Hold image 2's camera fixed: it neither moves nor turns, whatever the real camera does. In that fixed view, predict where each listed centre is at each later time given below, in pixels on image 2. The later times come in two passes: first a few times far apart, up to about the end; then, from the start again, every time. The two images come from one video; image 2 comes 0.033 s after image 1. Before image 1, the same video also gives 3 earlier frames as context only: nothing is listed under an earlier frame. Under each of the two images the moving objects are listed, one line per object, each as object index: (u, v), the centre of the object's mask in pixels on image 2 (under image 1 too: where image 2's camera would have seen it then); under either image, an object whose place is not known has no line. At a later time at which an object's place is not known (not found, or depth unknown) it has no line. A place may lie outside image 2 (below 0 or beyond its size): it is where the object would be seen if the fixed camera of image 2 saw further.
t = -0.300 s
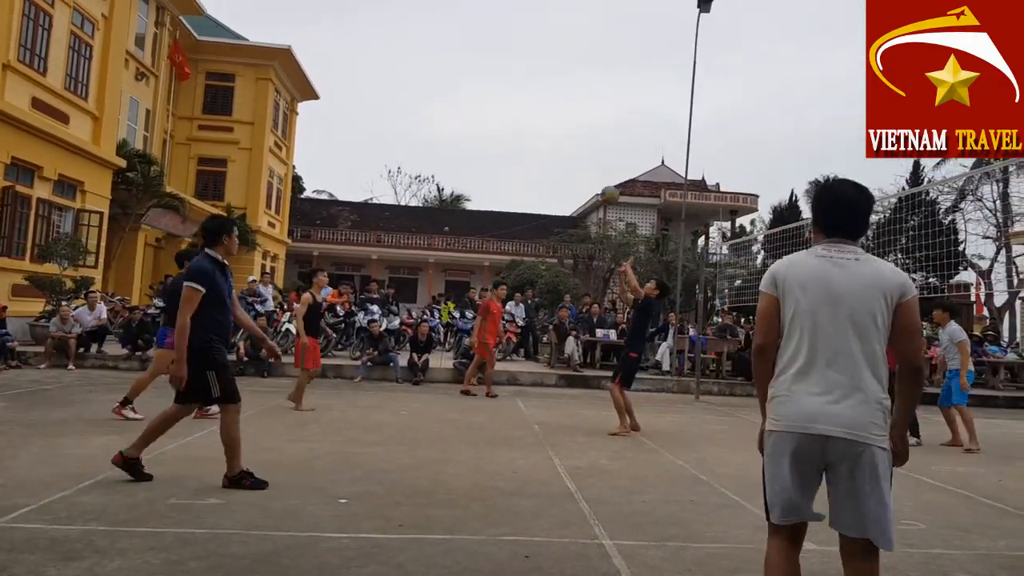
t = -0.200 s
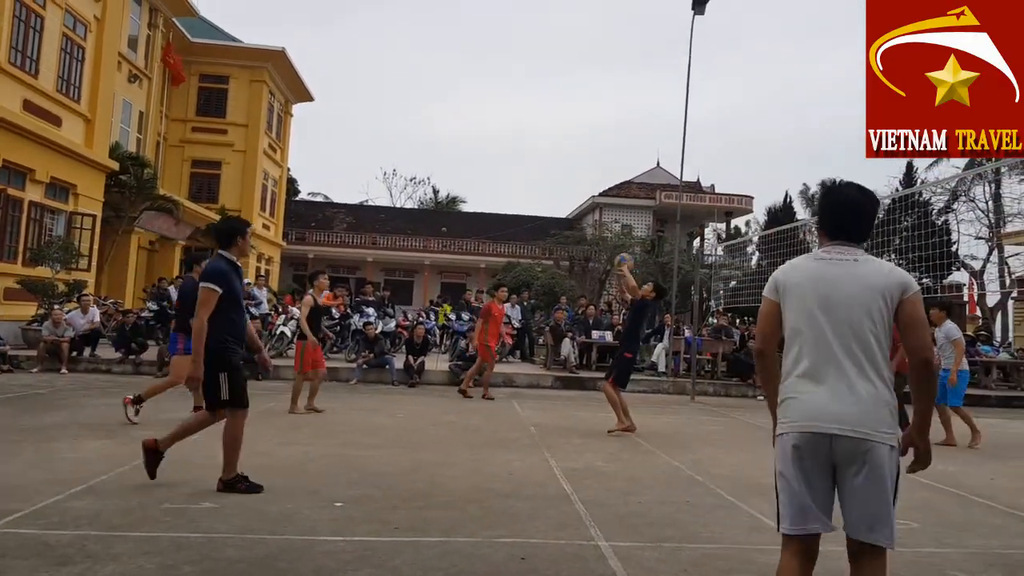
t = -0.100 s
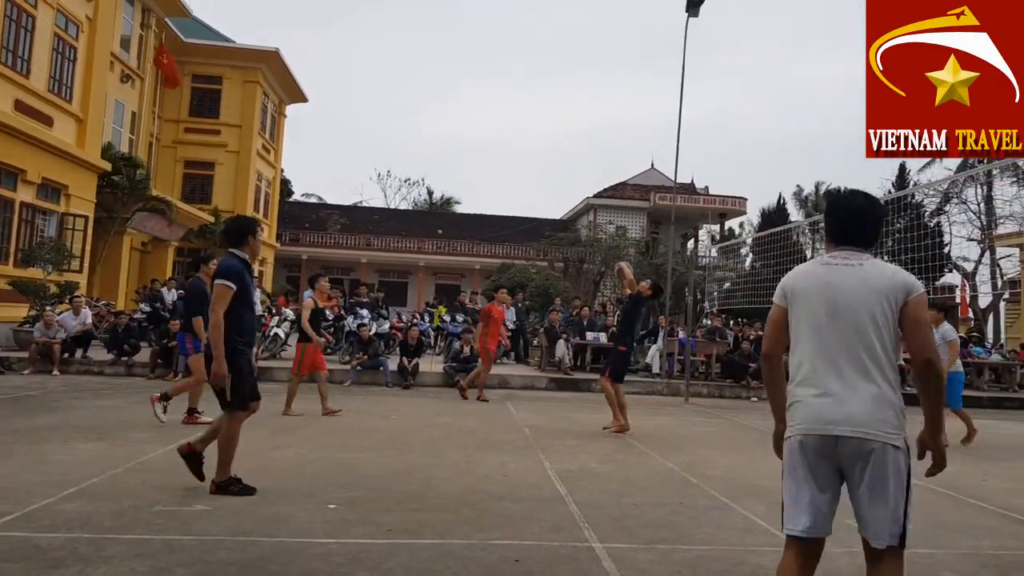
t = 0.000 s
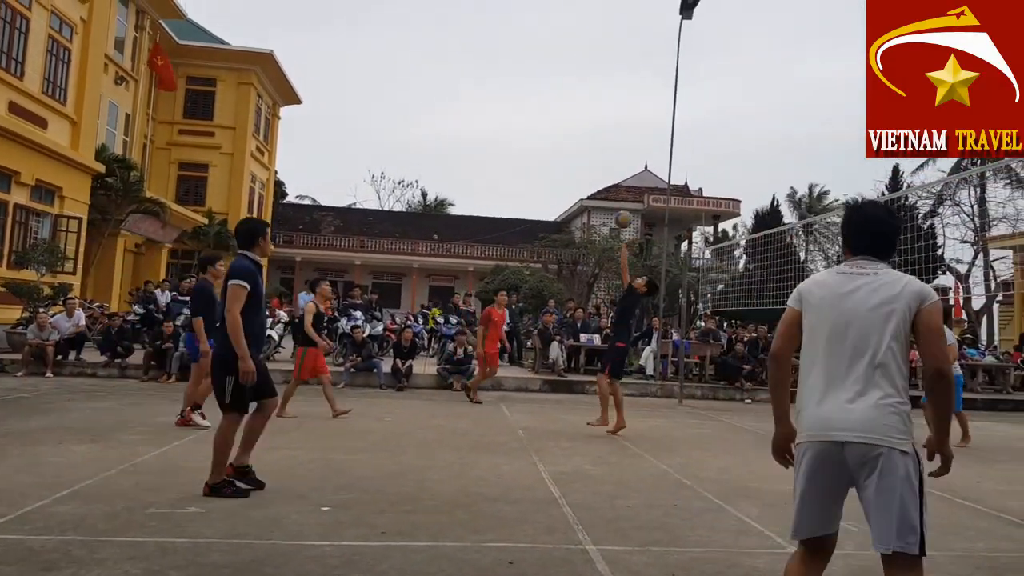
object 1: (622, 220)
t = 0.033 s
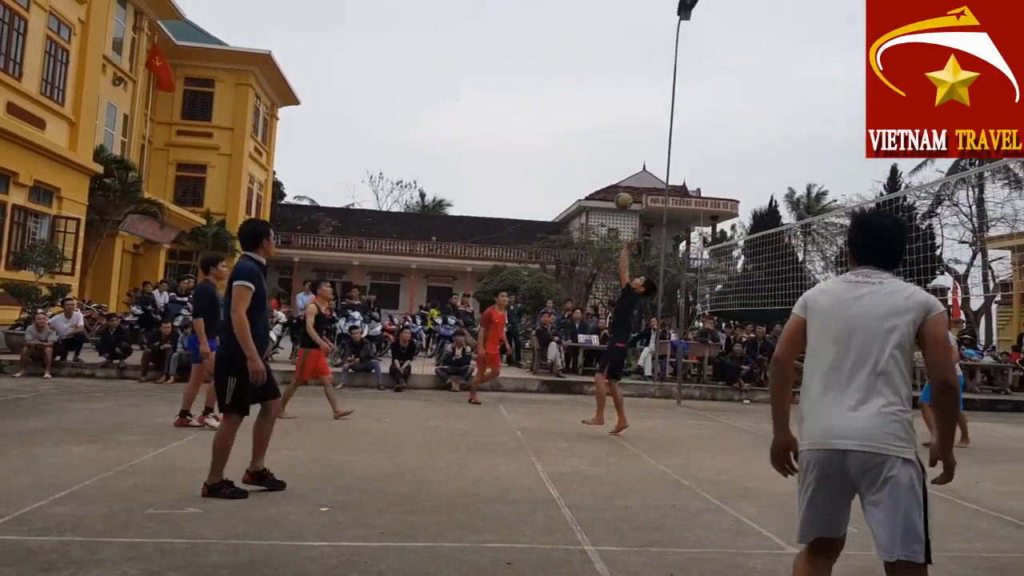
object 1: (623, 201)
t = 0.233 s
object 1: (630, 114)
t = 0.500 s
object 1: (636, 53)
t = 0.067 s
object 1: (623, 183)
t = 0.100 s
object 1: (625, 168)
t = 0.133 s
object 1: (627, 152)
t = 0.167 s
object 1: (628, 139)
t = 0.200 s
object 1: (629, 126)
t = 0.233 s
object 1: (630, 114)
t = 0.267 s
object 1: (631, 103)
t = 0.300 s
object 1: (632, 93)
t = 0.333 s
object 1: (633, 84)
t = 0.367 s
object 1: (633, 76)
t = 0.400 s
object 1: (634, 68)
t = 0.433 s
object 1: (634, 63)
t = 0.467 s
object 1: (635, 57)
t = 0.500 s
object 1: (636, 53)
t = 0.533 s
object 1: (637, 49)
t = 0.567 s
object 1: (638, 46)
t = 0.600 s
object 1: (639, 45)
